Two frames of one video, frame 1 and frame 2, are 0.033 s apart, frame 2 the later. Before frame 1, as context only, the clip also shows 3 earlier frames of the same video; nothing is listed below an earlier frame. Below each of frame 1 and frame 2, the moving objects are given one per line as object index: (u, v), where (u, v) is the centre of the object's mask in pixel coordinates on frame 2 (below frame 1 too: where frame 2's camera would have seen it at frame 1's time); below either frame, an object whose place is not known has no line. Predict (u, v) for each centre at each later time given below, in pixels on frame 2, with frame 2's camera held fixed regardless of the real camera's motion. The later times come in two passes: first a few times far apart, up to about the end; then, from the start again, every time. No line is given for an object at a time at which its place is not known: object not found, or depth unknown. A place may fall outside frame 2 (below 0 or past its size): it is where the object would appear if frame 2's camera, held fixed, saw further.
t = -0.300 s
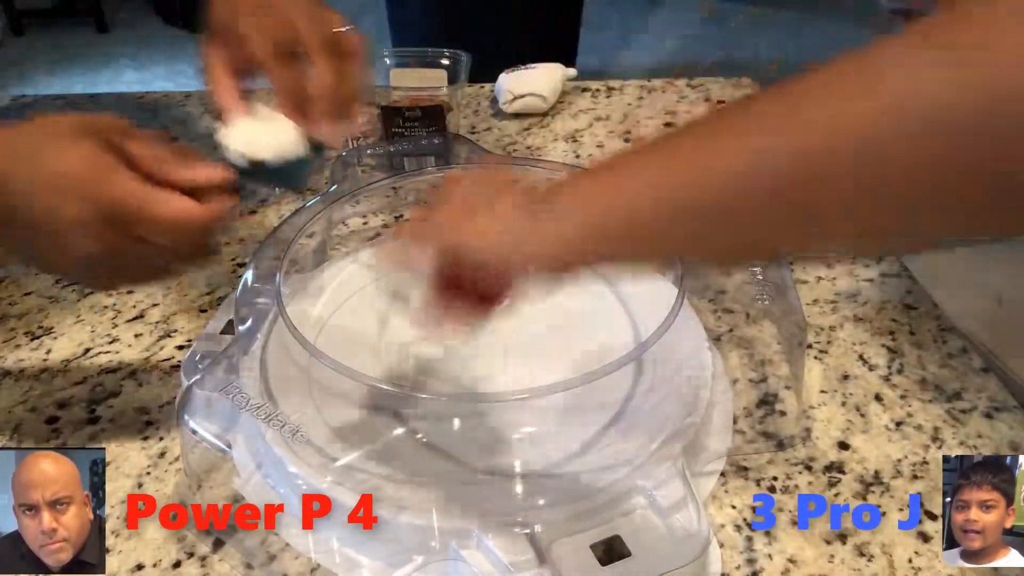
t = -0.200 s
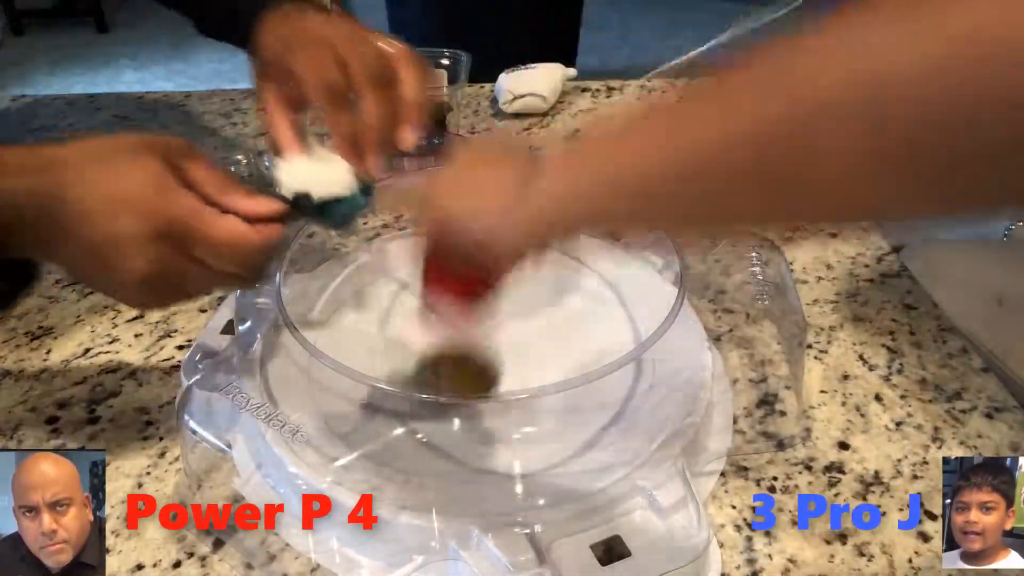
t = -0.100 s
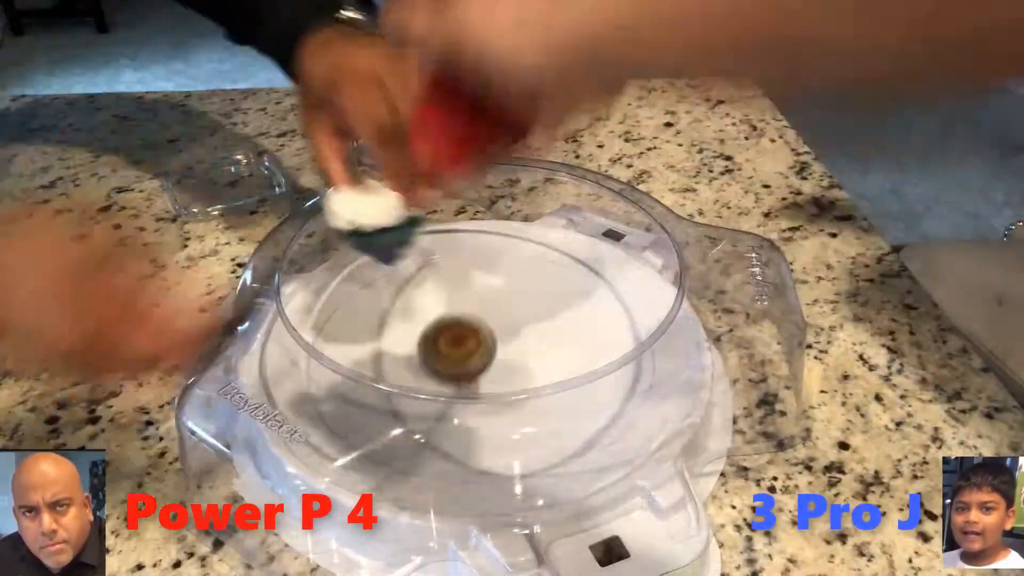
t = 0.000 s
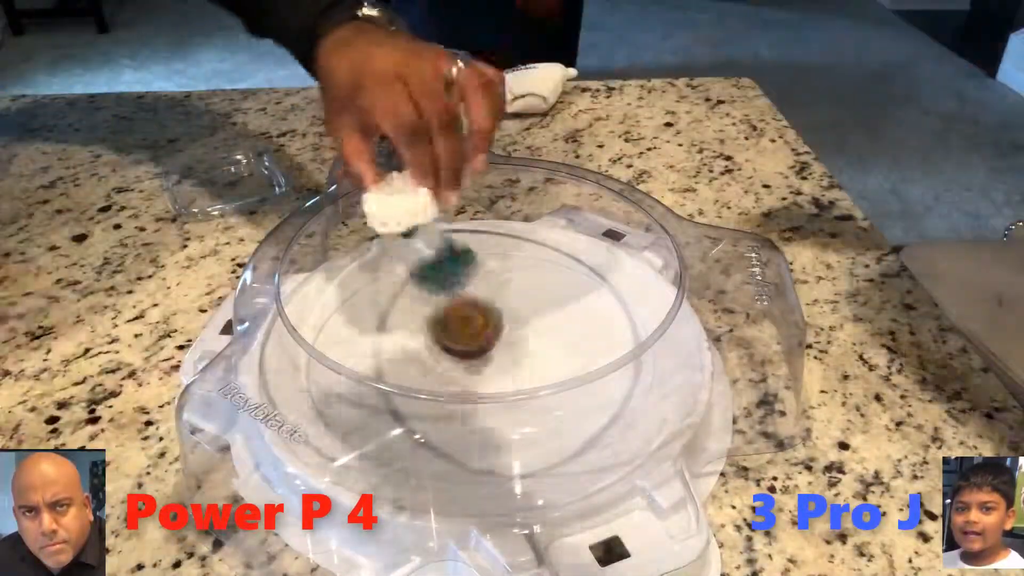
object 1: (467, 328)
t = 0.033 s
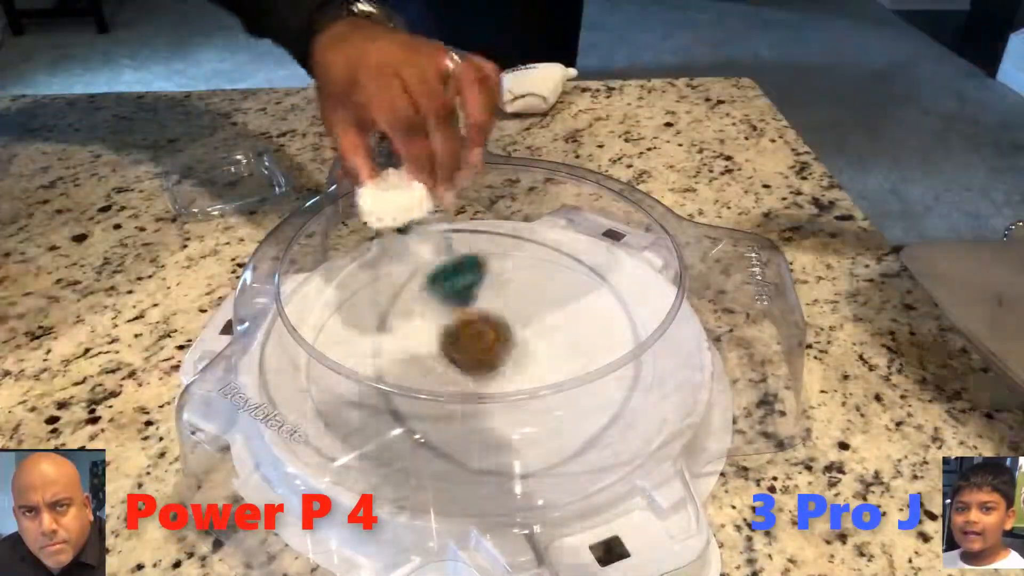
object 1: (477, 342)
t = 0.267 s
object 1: (543, 367)
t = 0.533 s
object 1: (598, 340)
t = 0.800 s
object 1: (558, 332)
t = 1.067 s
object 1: (565, 340)
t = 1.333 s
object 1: (505, 361)
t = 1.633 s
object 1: (469, 409)
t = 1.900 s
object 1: (482, 403)
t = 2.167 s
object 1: (461, 372)
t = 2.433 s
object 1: (432, 352)
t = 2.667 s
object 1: (451, 368)
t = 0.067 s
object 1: (484, 344)
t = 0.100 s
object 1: (493, 353)
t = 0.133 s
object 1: (502, 358)
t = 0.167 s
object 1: (512, 362)
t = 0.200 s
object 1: (523, 364)
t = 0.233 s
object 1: (534, 366)
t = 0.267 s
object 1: (543, 367)
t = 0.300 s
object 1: (553, 366)
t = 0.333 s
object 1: (564, 363)
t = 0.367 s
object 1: (573, 360)
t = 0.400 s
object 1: (581, 356)
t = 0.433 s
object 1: (588, 352)
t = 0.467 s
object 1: (593, 348)
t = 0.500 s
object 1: (597, 344)
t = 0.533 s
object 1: (598, 340)
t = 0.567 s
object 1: (598, 337)
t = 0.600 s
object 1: (597, 334)
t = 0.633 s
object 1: (593, 332)
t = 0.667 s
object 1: (588, 331)
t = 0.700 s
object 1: (582, 330)
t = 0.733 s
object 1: (575, 329)
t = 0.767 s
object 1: (567, 330)
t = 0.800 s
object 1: (558, 332)
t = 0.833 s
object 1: (549, 334)
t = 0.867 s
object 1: (540, 337)
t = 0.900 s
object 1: (533, 341)
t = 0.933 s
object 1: (543, 339)
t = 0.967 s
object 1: (554, 338)
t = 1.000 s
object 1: (562, 339)
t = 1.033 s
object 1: (565, 339)
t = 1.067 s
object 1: (565, 340)
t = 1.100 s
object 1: (563, 341)
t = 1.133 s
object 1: (558, 342)
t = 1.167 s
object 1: (550, 344)
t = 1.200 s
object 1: (543, 346)
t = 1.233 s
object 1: (533, 349)
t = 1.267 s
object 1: (524, 353)
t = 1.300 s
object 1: (514, 357)
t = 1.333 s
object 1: (505, 361)
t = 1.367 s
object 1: (496, 364)
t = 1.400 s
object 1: (489, 367)
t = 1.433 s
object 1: (482, 371)
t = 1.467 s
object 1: (476, 372)
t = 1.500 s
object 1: (471, 382)
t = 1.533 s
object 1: (470, 391)
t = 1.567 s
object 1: (469, 399)
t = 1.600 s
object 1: (469, 404)
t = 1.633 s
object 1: (469, 409)
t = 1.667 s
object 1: (470, 411)
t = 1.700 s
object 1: (471, 413)
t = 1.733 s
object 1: (473, 413)
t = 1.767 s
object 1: (475, 413)
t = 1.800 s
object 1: (478, 412)
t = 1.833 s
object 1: (480, 409)
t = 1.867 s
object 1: (481, 406)
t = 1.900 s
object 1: (482, 403)
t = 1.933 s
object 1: (482, 400)
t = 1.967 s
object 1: (482, 396)
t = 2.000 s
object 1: (480, 392)
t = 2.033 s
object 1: (479, 387)
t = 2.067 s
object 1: (476, 377)
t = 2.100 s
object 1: (473, 375)
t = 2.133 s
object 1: (468, 373)
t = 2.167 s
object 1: (461, 372)
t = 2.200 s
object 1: (454, 371)
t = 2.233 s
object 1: (448, 369)
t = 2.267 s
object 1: (444, 367)
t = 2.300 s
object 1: (440, 364)
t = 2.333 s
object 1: (438, 361)
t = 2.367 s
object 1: (435, 357)
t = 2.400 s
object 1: (433, 354)
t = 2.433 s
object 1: (432, 352)
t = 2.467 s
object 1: (433, 358)
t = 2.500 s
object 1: (435, 364)
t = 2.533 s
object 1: (438, 367)
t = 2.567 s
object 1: (442, 369)
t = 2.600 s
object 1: (445, 369)
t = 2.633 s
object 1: (448, 369)
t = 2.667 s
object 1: (451, 368)
